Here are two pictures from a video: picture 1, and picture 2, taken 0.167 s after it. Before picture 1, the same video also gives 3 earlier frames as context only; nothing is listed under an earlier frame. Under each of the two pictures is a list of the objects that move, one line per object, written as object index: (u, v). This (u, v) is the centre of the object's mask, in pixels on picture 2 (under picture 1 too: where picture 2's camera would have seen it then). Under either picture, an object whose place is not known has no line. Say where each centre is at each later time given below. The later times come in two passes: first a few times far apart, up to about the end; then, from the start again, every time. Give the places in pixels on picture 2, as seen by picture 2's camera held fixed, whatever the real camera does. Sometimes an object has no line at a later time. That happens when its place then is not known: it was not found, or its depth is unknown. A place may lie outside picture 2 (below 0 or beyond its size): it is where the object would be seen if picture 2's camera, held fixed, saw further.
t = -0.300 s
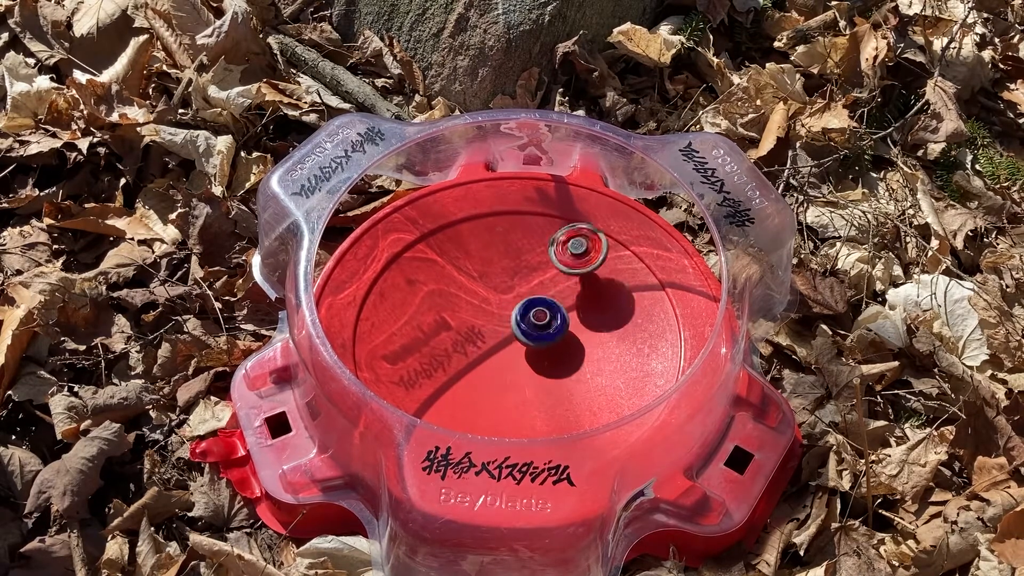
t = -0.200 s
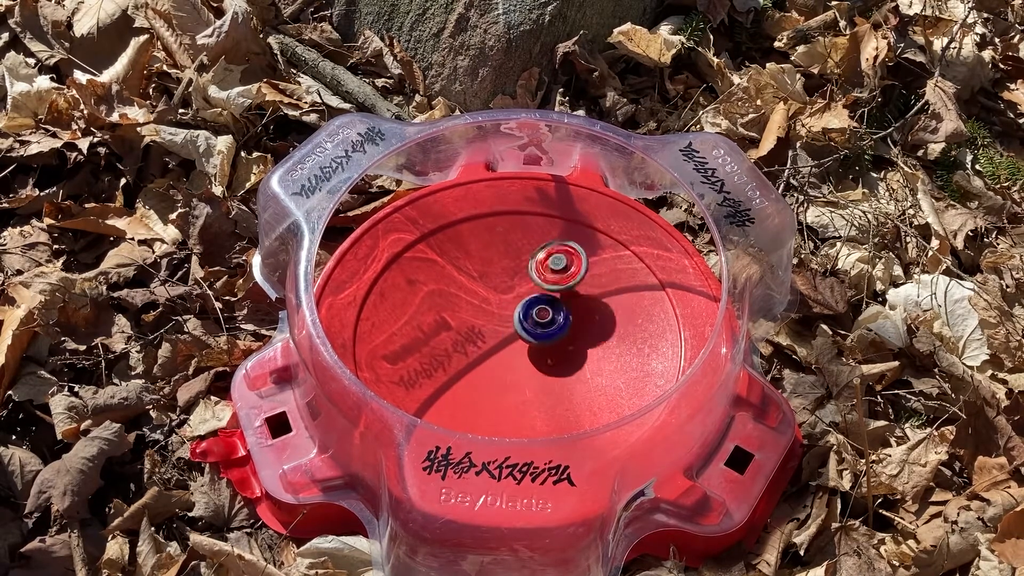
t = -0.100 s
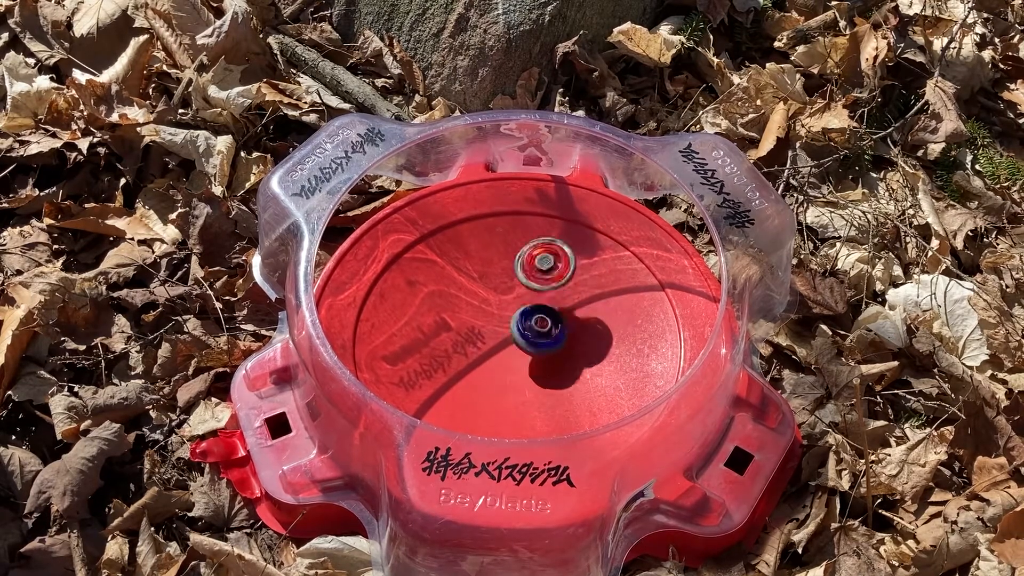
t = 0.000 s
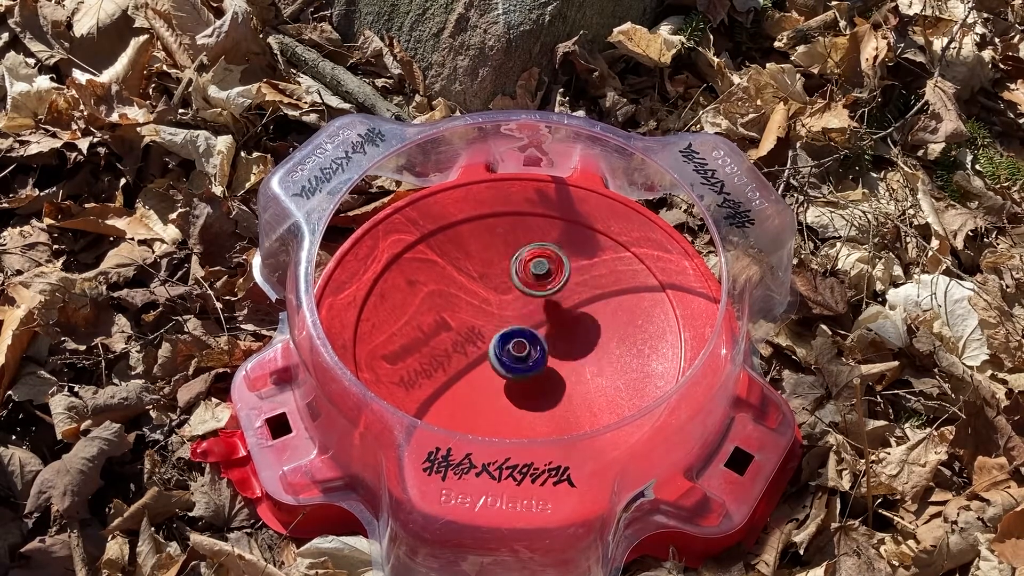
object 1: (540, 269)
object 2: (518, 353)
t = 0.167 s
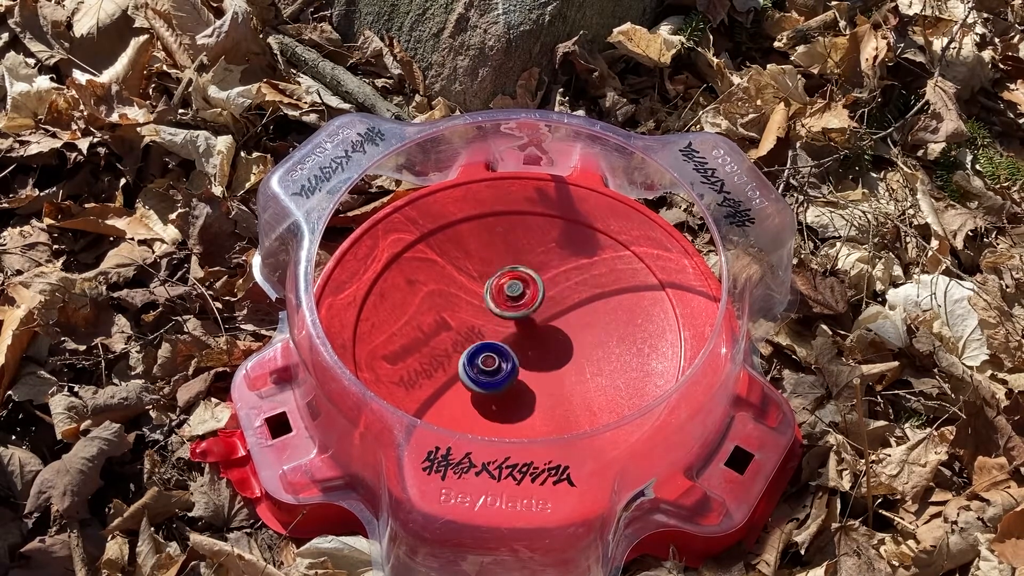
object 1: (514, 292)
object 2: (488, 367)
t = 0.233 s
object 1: (516, 306)
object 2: (492, 369)
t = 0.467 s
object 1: (555, 329)
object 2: (507, 387)
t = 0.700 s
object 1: (574, 330)
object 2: (526, 390)
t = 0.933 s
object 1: (561, 330)
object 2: (544, 387)
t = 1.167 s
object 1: (532, 325)
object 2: (550, 379)
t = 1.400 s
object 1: (496, 341)
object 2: (552, 362)
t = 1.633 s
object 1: (491, 363)
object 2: (546, 348)
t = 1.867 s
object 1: (508, 365)
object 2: (539, 330)
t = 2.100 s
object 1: (515, 356)
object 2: (526, 314)
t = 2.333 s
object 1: (508, 361)
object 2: (521, 296)
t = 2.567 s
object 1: (511, 355)
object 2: (508, 290)
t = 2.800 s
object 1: (504, 334)
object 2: (498, 291)
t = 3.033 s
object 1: (504, 356)
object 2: (491, 299)
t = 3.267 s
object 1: (528, 352)
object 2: (493, 314)
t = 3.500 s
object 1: (548, 337)
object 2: (493, 328)
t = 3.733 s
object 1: (552, 321)
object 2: (494, 347)
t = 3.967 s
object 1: (538, 307)
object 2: (494, 366)
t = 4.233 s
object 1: (514, 330)
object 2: (500, 383)
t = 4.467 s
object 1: (516, 326)
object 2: (511, 387)
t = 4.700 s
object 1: (517, 326)
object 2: (519, 383)
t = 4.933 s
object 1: (516, 312)
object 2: (519, 369)
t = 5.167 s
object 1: (514, 302)
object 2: (518, 357)
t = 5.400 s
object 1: (509, 286)
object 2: (513, 338)
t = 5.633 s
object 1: (507, 267)
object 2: (507, 324)
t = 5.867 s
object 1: (529, 270)
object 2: (468, 306)
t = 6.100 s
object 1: (555, 263)
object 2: (471, 296)
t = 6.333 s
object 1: (579, 281)
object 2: (487, 294)
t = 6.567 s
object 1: (570, 321)
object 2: (506, 297)
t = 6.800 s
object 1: (550, 376)
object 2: (531, 307)
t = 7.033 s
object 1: (526, 408)
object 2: (549, 321)
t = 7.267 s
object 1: (491, 409)
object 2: (561, 340)
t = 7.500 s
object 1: (465, 377)
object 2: (566, 358)
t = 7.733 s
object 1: (459, 332)
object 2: (560, 373)
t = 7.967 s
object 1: (470, 289)
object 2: (547, 383)
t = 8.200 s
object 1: (500, 265)
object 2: (528, 387)
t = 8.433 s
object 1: (534, 268)
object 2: (506, 380)
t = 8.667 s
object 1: (562, 294)
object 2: (486, 367)
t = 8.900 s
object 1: (574, 339)
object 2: (472, 348)
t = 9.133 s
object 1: (567, 381)
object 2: (470, 332)
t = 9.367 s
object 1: (537, 405)
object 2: (479, 319)
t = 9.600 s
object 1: (498, 400)
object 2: (494, 308)
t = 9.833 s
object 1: (468, 364)
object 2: (515, 304)
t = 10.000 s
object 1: (457, 328)
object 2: (528, 305)
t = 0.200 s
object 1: (514, 299)
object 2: (489, 368)
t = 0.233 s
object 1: (516, 306)
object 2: (492, 369)
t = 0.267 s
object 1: (518, 314)
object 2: (495, 369)
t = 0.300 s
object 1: (522, 320)
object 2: (498, 371)
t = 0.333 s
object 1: (527, 324)
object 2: (500, 374)
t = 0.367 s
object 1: (537, 324)
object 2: (499, 381)
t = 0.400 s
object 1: (544, 326)
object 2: (500, 384)
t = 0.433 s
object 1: (550, 328)
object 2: (504, 386)
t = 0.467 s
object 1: (555, 329)
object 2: (507, 387)
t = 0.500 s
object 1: (560, 330)
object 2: (510, 388)
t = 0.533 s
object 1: (565, 331)
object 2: (513, 388)
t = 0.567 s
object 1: (569, 331)
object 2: (515, 389)
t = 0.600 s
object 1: (572, 331)
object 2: (518, 389)
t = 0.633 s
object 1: (573, 331)
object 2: (521, 389)
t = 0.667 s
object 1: (574, 330)
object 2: (524, 390)
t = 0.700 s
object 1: (574, 330)
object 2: (526, 390)
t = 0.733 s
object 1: (573, 330)
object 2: (529, 390)
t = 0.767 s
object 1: (573, 330)
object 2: (532, 390)
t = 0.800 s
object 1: (571, 330)
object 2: (534, 390)
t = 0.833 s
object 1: (569, 330)
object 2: (537, 388)
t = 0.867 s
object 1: (566, 331)
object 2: (540, 387)
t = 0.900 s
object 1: (563, 332)
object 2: (542, 387)
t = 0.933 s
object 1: (561, 330)
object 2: (544, 387)
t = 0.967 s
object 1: (560, 327)
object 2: (546, 390)
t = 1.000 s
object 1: (558, 327)
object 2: (546, 389)
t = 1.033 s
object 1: (553, 326)
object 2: (546, 387)
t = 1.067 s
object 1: (549, 325)
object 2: (547, 385)
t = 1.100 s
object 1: (543, 324)
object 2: (548, 383)
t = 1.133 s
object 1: (538, 324)
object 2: (549, 381)
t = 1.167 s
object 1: (532, 325)
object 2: (550, 379)
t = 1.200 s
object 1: (526, 326)
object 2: (550, 377)
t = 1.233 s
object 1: (520, 328)
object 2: (549, 375)
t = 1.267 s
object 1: (514, 331)
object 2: (551, 373)
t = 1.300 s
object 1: (509, 333)
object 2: (551, 369)
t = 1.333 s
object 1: (505, 335)
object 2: (552, 367)
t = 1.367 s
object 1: (500, 338)
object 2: (552, 364)
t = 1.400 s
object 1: (496, 341)
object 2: (552, 362)
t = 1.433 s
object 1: (493, 345)
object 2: (551, 360)
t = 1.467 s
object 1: (491, 348)
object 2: (550, 358)
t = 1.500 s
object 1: (489, 351)
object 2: (549, 356)
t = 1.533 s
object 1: (488, 355)
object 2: (548, 354)
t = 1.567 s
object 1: (488, 358)
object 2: (547, 353)
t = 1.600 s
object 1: (489, 360)
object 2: (546, 350)
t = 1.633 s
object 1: (491, 363)
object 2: (546, 348)
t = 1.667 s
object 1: (493, 364)
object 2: (545, 346)
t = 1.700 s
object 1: (495, 365)
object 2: (544, 344)
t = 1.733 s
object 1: (498, 366)
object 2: (543, 342)
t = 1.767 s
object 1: (502, 366)
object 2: (542, 339)
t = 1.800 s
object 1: (504, 365)
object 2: (541, 336)
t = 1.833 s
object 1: (507, 365)
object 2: (540, 334)
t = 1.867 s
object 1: (508, 365)
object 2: (539, 330)
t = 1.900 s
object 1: (508, 366)
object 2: (538, 327)
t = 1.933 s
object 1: (509, 365)
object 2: (536, 325)
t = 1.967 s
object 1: (510, 365)
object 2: (534, 323)
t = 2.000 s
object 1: (512, 363)
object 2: (532, 320)
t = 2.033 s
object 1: (513, 361)
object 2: (530, 318)
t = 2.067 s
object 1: (514, 359)
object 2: (528, 316)
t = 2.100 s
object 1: (515, 356)
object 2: (526, 314)
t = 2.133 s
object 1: (515, 353)
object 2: (525, 312)
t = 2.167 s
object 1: (513, 351)
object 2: (523, 309)
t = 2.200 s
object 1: (510, 355)
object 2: (523, 305)
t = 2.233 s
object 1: (509, 358)
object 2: (525, 301)
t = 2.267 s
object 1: (508, 359)
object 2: (525, 299)
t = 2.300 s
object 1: (508, 360)
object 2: (523, 298)
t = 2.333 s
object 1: (508, 361)
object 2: (521, 296)
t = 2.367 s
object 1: (508, 361)
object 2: (519, 295)
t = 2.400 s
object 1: (509, 361)
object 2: (517, 294)
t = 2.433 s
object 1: (509, 361)
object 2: (515, 293)
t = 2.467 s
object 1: (510, 360)
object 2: (514, 292)
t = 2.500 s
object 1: (510, 359)
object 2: (512, 291)
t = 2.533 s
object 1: (510, 357)
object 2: (510, 291)
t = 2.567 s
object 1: (511, 355)
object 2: (508, 290)
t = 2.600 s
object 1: (511, 352)
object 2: (507, 290)
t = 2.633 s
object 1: (510, 349)
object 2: (505, 290)
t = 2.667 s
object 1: (510, 346)
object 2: (503, 290)
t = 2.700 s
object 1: (509, 343)
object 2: (502, 291)
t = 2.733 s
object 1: (508, 340)
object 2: (500, 291)
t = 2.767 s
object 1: (506, 337)
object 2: (499, 291)
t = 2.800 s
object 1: (504, 334)
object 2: (498, 291)
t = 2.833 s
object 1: (502, 332)
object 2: (497, 291)
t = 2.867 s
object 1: (499, 336)
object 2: (495, 290)
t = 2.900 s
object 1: (499, 342)
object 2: (493, 291)
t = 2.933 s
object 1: (498, 348)
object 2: (492, 293)
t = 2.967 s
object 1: (499, 351)
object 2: (491, 295)
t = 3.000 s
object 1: (501, 354)
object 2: (491, 297)
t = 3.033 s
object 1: (504, 356)
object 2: (491, 299)
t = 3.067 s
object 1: (507, 358)
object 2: (491, 302)
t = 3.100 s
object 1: (511, 359)
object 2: (491, 304)
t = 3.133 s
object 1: (515, 359)
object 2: (491, 306)
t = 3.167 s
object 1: (518, 358)
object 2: (492, 309)
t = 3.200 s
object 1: (522, 357)
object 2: (492, 311)
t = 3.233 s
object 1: (525, 355)
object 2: (493, 313)
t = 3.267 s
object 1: (528, 352)
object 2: (493, 314)
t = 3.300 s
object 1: (531, 349)
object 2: (493, 317)
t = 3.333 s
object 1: (533, 346)
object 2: (492, 318)
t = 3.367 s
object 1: (536, 343)
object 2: (492, 320)
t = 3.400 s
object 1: (540, 342)
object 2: (492, 321)
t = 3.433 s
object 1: (544, 341)
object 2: (493, 324)
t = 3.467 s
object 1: (547, 339)
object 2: (493, 326)
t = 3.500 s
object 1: (548, 337)
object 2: (493, 328)
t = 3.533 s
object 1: (549, 335)
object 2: (494, 332)
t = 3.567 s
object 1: (551, 332)
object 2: (494, 334)
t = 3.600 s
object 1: (553, 331)
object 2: (494, 336)
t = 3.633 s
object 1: (554, 328)
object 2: (494, 339)
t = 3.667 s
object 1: (553, 326)
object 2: (495, 342)
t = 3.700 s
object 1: (551, 324)
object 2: (496, 344)
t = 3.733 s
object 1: (552, 321)
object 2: (494, 347)
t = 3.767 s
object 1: (554, 317)
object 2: (492, 350)
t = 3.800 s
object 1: (555, 314)
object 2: (491, 353)
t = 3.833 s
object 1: (553, 311)
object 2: (492, 355)
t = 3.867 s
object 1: (551, 308)
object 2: (493, 358)
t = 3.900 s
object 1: (547, 307)
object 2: (493, 361)
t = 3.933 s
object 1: (542, 306)
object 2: (494, 364)
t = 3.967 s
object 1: (538, 307)
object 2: (494, 366)
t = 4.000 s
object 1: (533, 308)
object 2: (495, 368)
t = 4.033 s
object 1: (528, 311)
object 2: (496, 370)
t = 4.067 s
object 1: (525, 314)
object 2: (497, 373)
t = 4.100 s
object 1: (521, 318)
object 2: (498, 374)
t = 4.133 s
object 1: (518, 322)
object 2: (498, 376)
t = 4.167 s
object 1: (516, 326)
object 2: (498, 378)
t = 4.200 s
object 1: (515, 328)
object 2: (499, 382)
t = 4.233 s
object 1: (514, 330)
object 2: (500, 383)
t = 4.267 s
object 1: (516, 330)
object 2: (503, 384)
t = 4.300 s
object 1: (517, 328)
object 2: (505, 385)
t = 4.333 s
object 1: (518, 327)
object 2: (506, 386)
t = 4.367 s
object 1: (518, 326)
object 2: (508, 387)
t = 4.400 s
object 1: (517, 326)
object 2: (508, 387)
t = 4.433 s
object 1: (517, 326)
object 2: (510, 387)
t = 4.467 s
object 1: (516, 326)
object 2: (511, 387)
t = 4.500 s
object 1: (515, 326)
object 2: (512, 387)
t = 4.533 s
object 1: (515, 326)
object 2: (513, 387)
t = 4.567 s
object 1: (515, 327)
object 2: (514, 386)
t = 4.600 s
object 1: (514, 328)
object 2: (515, 386)
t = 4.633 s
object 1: (515, 329)
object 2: (516, 384)
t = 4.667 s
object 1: (515, 328)
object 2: (517, 384)
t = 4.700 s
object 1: (517, 326)
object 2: (519, 383)
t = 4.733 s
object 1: (519, 325)
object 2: (520, 382)
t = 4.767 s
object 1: (520, 323)
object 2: (520, 380)
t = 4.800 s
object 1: (520, 320)
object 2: (521, 378)
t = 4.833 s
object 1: (519, 318)
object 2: (520, 375)
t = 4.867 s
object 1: (518, 316)
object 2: (520, 373)
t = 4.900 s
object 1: (517, 314)
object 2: (520, 371)
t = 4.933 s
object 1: (516, 312)
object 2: (519, 369)
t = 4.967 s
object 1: (514, 310)
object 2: (519, 366)
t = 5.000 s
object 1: (512, 310)
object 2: (519, 364)
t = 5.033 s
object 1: (510, 309)
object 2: (518, 361)
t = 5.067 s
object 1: (509, 309)
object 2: (518, 360)
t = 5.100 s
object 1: (510, 304)
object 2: (519, 360)
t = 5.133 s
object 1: (513, 303)
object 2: (518, 359)
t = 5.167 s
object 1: (514, 302)
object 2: (518, 357)
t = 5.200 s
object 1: (513, 300)
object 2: (517, 354)
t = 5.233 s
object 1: (513, 296)
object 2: (517, 351)
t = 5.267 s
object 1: (512, 293)
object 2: (516, 347)
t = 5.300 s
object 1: (512, 291)
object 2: (515, 346)
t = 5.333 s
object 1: (511, 289)
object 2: (515, 343)
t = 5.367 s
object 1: (510, 287)
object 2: (514, 340)
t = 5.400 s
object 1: (509, 286)
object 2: (513, 338)
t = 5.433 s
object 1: (508, 284)
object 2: (512, 336)
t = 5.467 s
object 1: (508, 280)
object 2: (512, 334)
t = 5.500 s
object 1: (509, 275)
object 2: (511, 333)
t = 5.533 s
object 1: (509, 273)
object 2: (510, 331)
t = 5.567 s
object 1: (509, 271)
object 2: (507, 329)
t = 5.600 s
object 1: (508, 268)
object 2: (507, 326)
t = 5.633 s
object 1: (507, 267)
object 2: (507, 324)
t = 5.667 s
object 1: (507, 267)
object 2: (506, 321)
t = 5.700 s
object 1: (507, 267)
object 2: (506, 318)
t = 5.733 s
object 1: (509, 266)
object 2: (504, 316)
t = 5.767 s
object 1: (516, 265)
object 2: (494, 313)
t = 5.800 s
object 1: (522, 267)
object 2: (483, 311)
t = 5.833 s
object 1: (526, 269)
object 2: (473, 308)
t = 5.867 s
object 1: (529, 270)
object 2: (468, 306)
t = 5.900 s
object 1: (532, 269)
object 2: (466, 304)
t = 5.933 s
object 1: (535, 267)
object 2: (467, 303)
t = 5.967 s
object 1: (538, 265)
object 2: (467, 301)
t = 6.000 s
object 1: (542, 264)
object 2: (468, 300)
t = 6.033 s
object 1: (546, 264)
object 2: (469, 299)
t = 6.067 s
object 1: (551, 263)
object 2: (470, 298)
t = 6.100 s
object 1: (555, 263)
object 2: (471, 296)
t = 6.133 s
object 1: (560, 263)
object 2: (473, 296)
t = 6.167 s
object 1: (564, 264)
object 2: (474, 296)
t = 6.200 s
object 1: (568, 266)
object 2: (476, 295)
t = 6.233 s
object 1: (572, 269)
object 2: (479, 294)
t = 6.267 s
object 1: (575, 272)
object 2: (481, 294)
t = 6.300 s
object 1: (578, 276)
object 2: (484, 294)
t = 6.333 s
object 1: (579, 281)
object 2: (487, 294)
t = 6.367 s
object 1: (581, 285)
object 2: (490, 294)
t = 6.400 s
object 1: (580, 291)
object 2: (492, 294)
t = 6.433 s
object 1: (579, 295)
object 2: (496, 294)
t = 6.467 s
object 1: (577, 300)
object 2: (499, 295)
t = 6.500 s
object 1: (575, 307)
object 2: (501, 295)
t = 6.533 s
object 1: (573, 314)
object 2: (504, 296)
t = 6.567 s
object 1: (570, 321)
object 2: (506, 297)
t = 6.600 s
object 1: (568, 329)
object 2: (510, 298)
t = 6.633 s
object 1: (565, 336)
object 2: (513, 299)
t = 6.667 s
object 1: (562, 345)
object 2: (517, 301)
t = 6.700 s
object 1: (559, 353)
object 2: (521, 302)
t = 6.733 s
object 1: (557, 361)
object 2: (524, 303)
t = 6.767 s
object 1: (554, 368)
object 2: (527, 305)
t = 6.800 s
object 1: (550, 376)
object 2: (531, 307)
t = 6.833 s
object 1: (547, 383)
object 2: (534, 308)
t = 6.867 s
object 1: (544, 389)
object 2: (537, 310)
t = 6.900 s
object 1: (540, 394)
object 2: (540, 312)
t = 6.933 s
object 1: (537, 399)
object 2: (542, 314)
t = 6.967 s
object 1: (534, 402)
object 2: (545, 316)
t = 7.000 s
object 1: (530, 406)
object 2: (547, 318)
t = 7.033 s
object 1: (526, 408)
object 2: (549, 321)
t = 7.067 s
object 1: (521, 410)
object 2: (551, 323)
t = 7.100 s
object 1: (517, 411)
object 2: (553, 325)
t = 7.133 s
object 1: (513, 412)
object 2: (555, 328)
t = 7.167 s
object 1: (508, 411)
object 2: (556, 331)
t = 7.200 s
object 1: (503, 411)
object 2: (558, 334)
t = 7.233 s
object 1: (497, 410)
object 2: (559, 336)
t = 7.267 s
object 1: (491, 409)
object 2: (561, 340)
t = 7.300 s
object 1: (487, 404)
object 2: (562, 342)
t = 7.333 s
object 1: (482, 402)
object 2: (563, 345)
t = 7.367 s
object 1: (478, 398)
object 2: (564, 348)
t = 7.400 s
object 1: (474, 393)
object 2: (565, 350)
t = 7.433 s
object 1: (471, 388)
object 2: (566, 353)
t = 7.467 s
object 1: (467, 383)
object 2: (566, 355)
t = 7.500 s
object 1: (465, 377)
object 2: (566, 358)
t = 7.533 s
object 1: (463, 372)
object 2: (565, 360)
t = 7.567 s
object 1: (462, 366)
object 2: (565, 362)
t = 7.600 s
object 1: (461, 359)
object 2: (565, 365)
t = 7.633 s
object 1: (459, 353)
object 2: (564, 367)
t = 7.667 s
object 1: (458, 346)
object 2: (563, 369)
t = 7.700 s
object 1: (459, 339)
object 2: (562, 371)
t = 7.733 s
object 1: (459, 332)
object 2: (560, 373)
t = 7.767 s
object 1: (460, 325)
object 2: (559, 375)
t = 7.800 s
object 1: (461, 318)
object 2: (557, 377)
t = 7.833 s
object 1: (462, 312)
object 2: (555, 378)
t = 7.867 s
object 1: (463, 305)
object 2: (553, 380)
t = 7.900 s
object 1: (465, 300)
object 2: (551, 381)
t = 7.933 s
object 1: (467, 294)
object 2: (549, 382)
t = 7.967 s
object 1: (470, 289)
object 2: (547, 383)
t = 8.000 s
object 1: (473, 284)
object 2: (544, 384)
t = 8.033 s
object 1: (477, 280)
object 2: (542, 385)
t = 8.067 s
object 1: (480, 276)
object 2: (539, 386)
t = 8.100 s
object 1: (485, 272)
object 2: (536, 386)
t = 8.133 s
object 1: (490, 270)
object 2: (533, 387)
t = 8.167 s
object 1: (495, 267)
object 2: (530, 387)
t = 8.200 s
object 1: (500, 265)
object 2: (528, 387)
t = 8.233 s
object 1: (505, 263)
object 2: (525, 386)
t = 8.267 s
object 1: (511, 263)
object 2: (522, 386)
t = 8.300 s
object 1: (516, 262)
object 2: (519, 385)
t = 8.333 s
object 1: (521, 263)
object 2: (515, 384)
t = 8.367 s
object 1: (526, 264)
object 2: (512, 383)
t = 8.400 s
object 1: (530, 265)
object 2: (509, 381)
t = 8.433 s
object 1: (534, 268)
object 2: (506, 380)
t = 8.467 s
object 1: (538, 270)
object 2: (503, 379)
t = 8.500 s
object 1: (542, 273)
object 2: (500, 377)
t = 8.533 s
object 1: (546, 276)
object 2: (496, 375)
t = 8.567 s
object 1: (551, 280)
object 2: (494, 373)
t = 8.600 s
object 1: (555, 284)
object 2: (491, 371)
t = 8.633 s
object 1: (559, 289)
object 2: (488, 369)
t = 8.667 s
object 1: (562, 294)
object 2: (486, 367)
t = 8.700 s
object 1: (565, 300)
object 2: (484, 364)
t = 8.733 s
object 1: (568, 306)
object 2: (481, 361)
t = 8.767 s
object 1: (569, 313)
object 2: (479, 358)
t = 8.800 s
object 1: (571, 319)
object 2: (477, 355)
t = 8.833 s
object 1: (573, 326)
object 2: (475, 353)
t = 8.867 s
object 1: (573, 332)
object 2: (473, 349)
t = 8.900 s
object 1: (574, 339)
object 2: (472, 348)
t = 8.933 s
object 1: (574, 345)
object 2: (471, 345)
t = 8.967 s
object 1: (574, 352)
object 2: (471, 343)
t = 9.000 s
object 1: (573, 358)
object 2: (470, 340)
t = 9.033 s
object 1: (572, 364)
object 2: (470, 338)
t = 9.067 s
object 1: (571, 370)
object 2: (470, 336)
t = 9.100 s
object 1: (569, 375)
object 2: (470, 334)
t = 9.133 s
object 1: (567, 381)
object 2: (470, 332)
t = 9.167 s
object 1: (564, 386)
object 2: (471, 330)
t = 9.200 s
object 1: (561, 390)
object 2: (472, 329)
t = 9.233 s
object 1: (557, 394)
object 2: (474, 327)
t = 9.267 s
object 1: (553, 398)
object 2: (475, 325)
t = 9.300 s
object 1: (548, 401)
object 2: (476, 323)
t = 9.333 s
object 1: (543, 403)
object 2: (477, 321)
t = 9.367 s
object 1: (537, 405)
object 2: (479, 319)
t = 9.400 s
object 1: (532, 407)
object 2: (481, 317)
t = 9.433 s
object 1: (526, 407)
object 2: (483, 315)
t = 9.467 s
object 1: (520, 407)
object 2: (485, 314)
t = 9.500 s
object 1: (515, 406)
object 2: (488, 312)
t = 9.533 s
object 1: (509, 405)
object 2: (490, 311)
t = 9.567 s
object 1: (503, 403)
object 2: (492, 309)
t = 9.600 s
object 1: (498, 400)
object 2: (494, 308)
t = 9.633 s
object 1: (491, 396)
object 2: (497, 307)
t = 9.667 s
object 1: (487, 392)
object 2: (500, 307)
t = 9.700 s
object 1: (483, 387)
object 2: (503, 306)
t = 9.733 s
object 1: (478, 382)
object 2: (506, 306)
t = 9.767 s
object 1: (475, 377)
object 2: (509, 305)
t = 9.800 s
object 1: (471, 370)
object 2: (512, 304)
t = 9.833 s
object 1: (468, 364)
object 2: (515, 304)
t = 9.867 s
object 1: (465, 357)
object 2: (517, 304)
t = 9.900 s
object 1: (463, 351)
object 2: (520, 304)
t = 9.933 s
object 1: (460, 343)
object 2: (523, 304)
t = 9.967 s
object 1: (459, 335)
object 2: (526, 305)
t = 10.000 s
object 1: (457, 328)
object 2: (528, 305)
